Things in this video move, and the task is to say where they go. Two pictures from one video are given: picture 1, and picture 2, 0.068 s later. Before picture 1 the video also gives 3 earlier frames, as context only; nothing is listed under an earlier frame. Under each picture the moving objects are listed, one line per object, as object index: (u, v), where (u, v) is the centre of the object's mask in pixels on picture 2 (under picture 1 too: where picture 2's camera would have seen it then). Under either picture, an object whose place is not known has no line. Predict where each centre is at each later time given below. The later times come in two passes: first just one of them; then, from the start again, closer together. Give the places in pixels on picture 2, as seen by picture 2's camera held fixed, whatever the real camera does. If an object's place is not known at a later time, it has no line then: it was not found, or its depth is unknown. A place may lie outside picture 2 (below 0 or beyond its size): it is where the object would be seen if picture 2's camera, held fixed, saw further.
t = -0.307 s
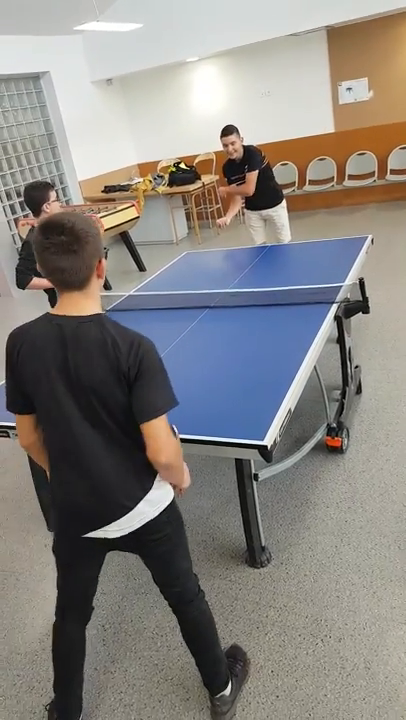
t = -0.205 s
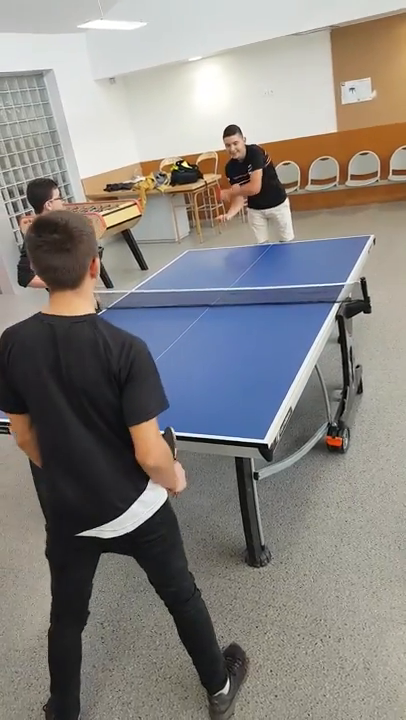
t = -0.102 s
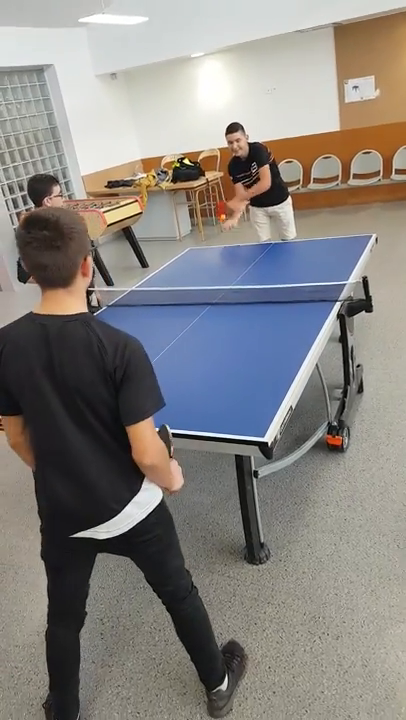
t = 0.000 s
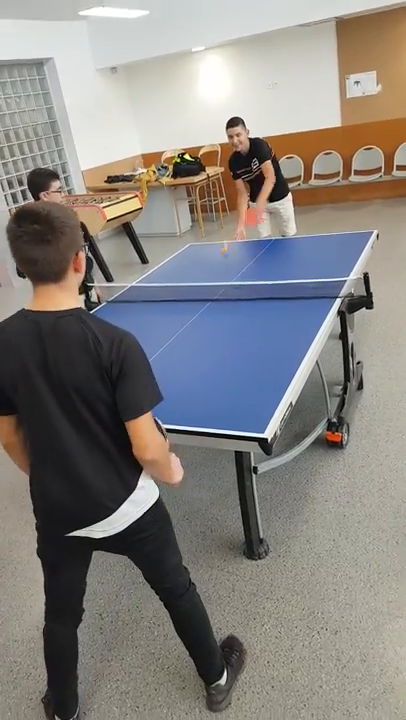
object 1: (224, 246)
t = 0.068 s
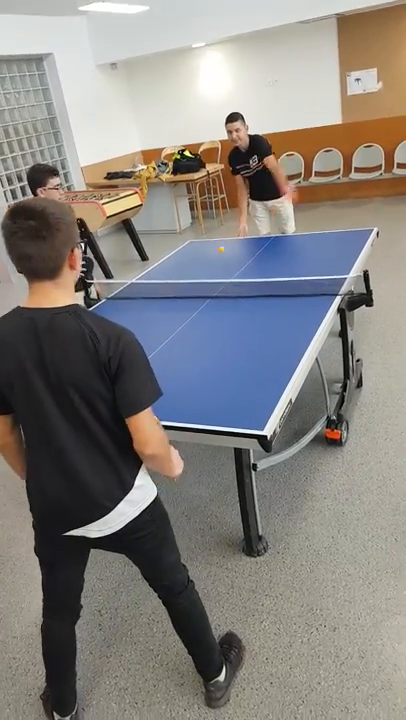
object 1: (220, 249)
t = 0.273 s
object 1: (199, 304)
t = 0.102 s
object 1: (218, 251)
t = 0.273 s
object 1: (199, 304)
